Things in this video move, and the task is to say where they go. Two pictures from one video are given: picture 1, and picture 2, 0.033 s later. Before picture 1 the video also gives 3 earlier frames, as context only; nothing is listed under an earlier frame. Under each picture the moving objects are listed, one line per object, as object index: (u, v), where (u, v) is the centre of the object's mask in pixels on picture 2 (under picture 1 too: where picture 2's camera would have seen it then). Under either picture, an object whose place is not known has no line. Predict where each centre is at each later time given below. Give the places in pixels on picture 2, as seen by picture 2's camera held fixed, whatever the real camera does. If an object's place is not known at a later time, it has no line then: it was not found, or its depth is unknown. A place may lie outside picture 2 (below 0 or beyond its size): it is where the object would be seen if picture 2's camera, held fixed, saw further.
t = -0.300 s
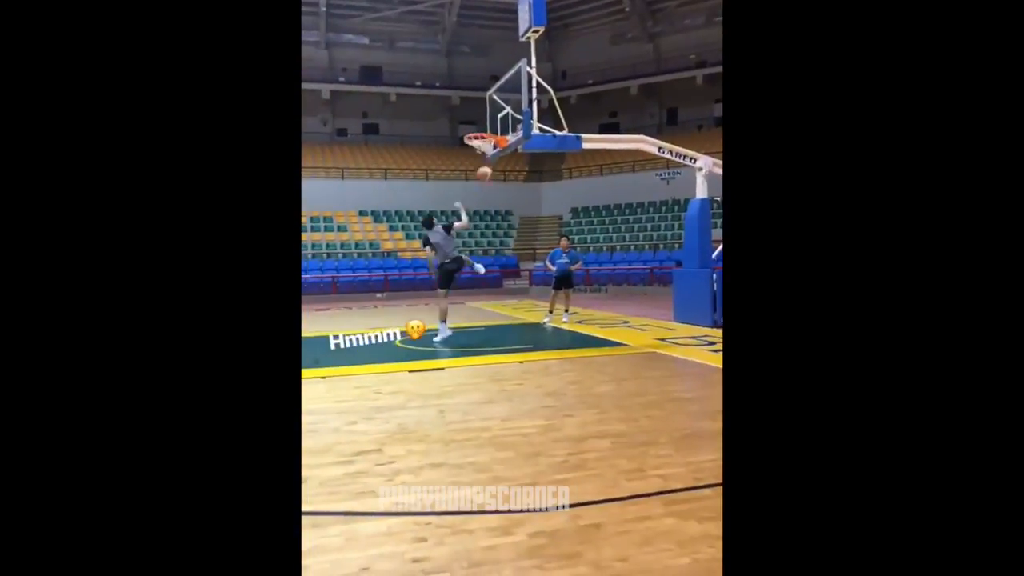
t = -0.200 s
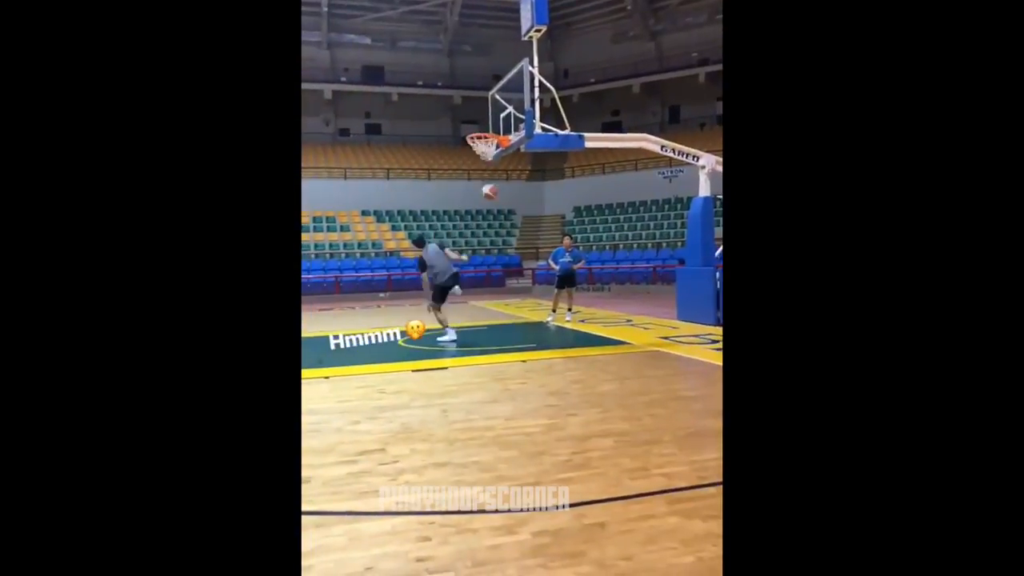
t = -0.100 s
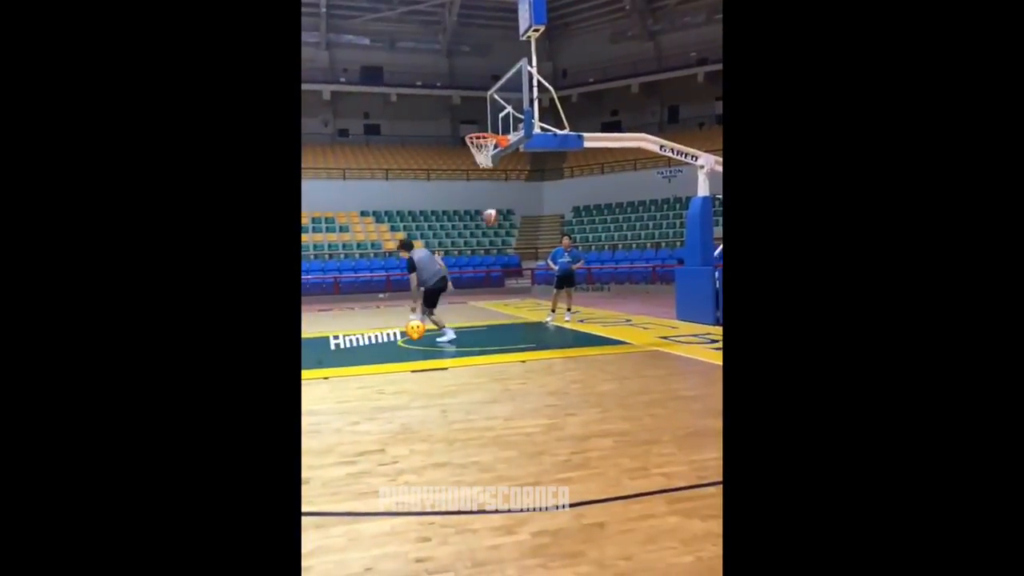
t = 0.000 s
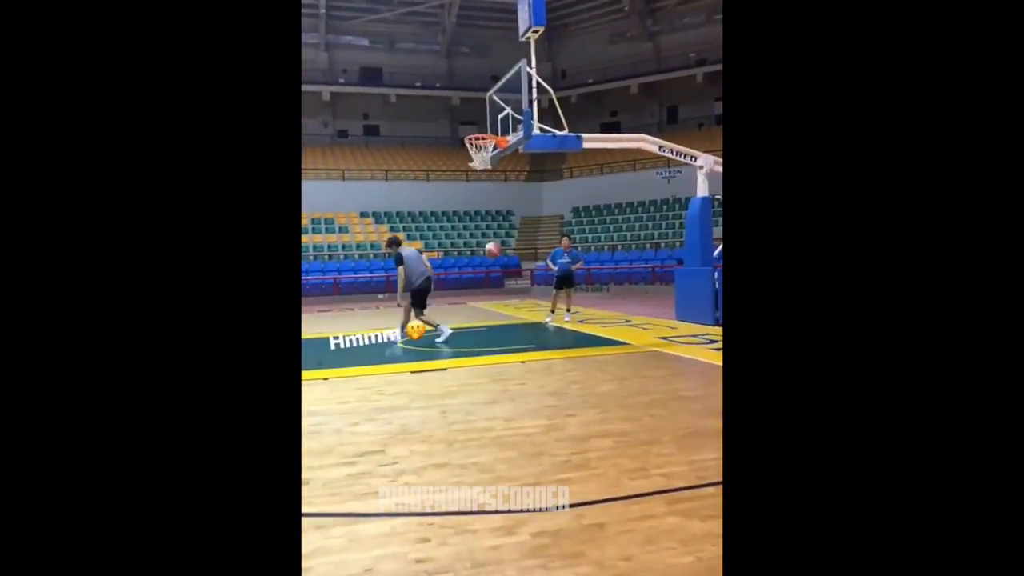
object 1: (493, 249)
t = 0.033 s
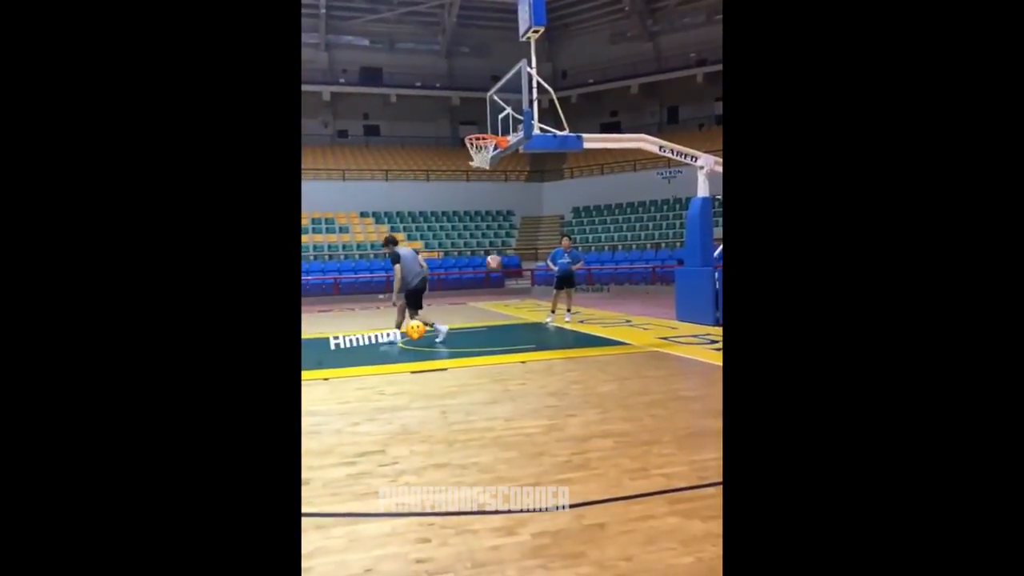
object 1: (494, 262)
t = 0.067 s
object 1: (495, 276)
